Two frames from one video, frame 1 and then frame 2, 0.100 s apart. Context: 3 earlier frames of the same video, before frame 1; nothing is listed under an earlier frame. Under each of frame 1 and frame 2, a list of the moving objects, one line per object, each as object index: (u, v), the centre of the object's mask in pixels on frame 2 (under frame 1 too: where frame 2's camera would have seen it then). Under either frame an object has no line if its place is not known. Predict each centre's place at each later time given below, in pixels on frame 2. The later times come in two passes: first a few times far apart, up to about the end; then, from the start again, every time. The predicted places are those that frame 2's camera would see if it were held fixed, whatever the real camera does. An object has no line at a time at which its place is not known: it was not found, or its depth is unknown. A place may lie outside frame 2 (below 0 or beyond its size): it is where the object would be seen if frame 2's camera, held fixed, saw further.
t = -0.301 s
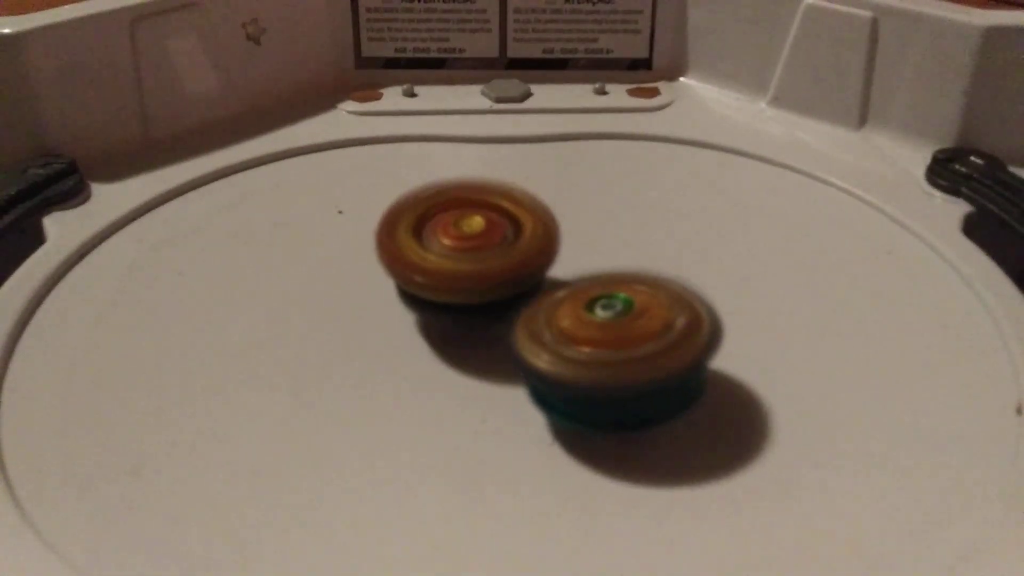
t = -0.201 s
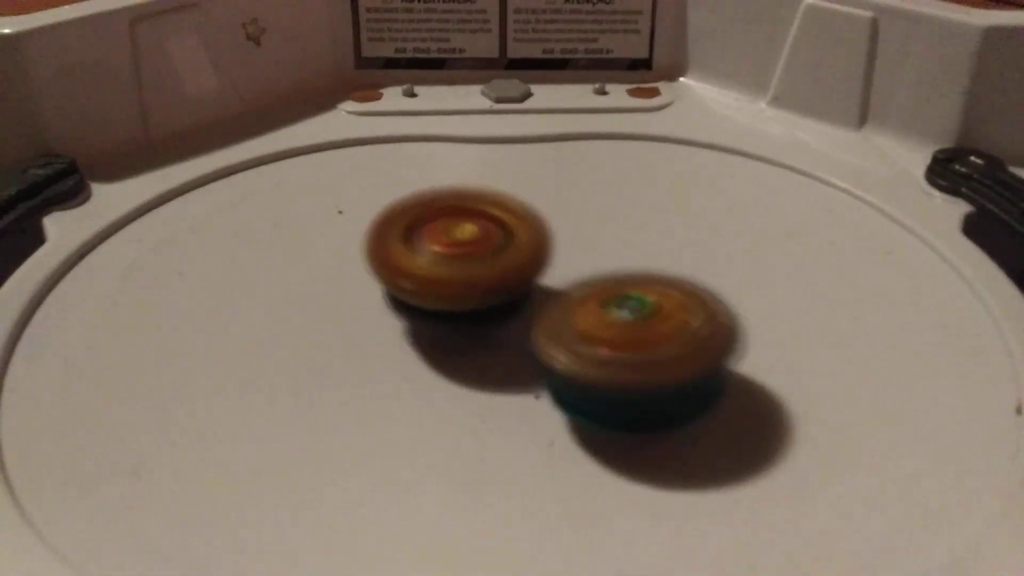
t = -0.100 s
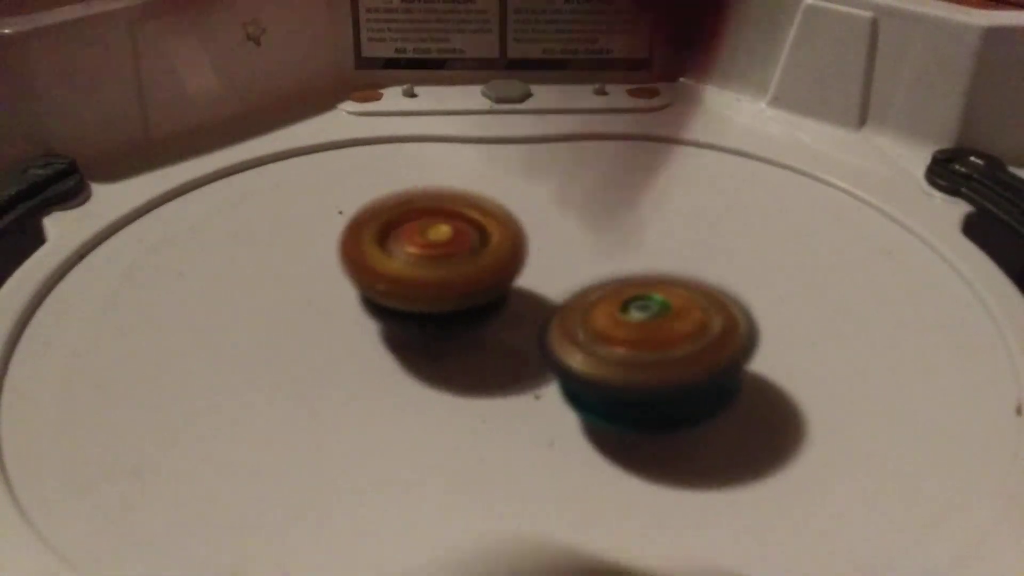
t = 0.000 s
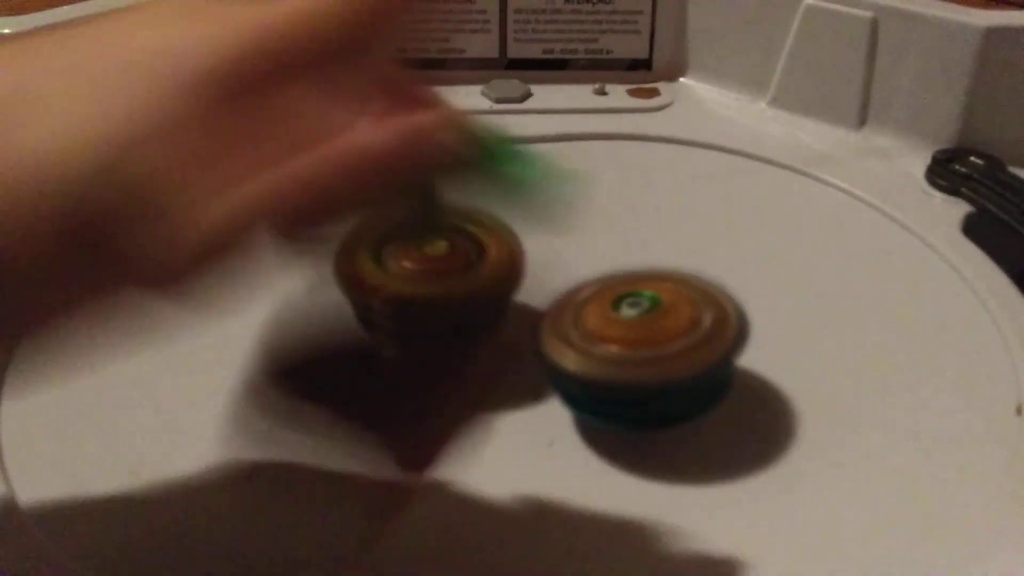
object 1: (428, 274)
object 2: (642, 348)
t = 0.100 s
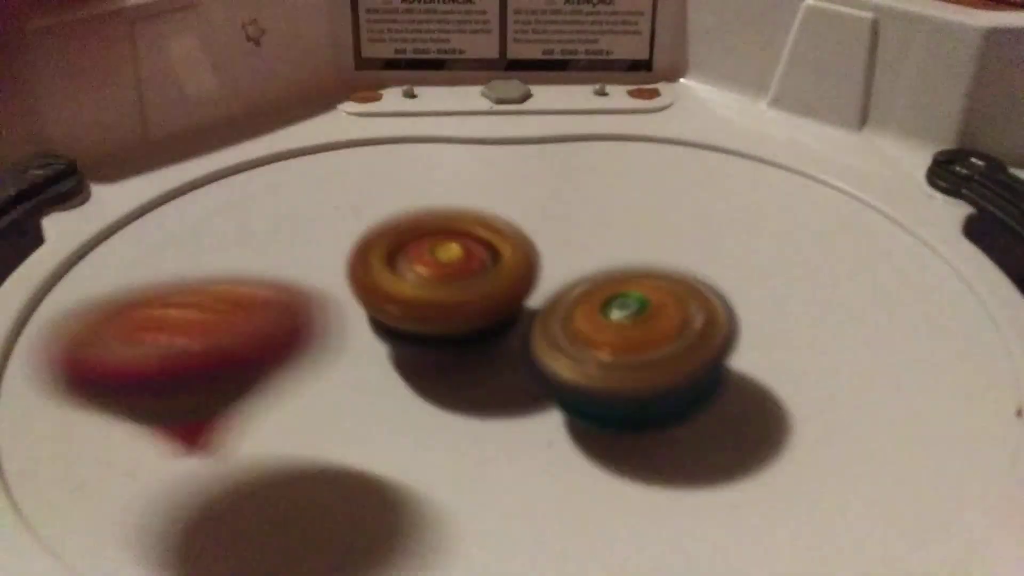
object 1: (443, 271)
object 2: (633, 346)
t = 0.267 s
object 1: (428, 274)
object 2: (652, 346)
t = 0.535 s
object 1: (483, 253)
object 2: (724, 346)
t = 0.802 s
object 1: (628, 203)
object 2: (691, 358)
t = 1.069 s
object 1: (678, 184)
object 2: (751, 368)
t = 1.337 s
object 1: (705, 209)
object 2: (678, 359)
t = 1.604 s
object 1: (747, 228)
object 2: (574, 375)
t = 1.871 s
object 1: (699, 263)
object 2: (467, 344)
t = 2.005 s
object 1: (678, 293)
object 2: (443, 322)
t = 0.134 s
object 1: (439, 269)
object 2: (640, 351)
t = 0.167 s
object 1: (435, 270)
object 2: (647, 353)
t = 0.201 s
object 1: (431, 271)
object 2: (650, 353)
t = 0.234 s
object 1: (428, 274)
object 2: (652, 350)
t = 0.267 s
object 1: (428, 274)
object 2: (652, 346)
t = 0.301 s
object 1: (429, 274)
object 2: (649, 341)
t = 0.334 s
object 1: (432, 277)
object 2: (646, 335)
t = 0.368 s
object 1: (436, 280)
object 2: (642, 330)
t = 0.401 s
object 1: (435, 280)
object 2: (650, 328)
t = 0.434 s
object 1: (410, 268)
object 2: (686, 337)
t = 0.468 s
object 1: (394, 261)
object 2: (711, 341)
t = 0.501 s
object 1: (425, 255)
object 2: (721, 345)
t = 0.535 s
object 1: (483, 253)
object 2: (724, 346)
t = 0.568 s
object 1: (525, 251)
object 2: (726, 348)
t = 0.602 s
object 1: (554, 245)
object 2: (727, 350)
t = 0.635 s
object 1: (571, 240)
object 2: (725, 353)
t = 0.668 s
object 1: (585, 229)
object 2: (722, 355)
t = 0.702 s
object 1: (597, 221)
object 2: (715, 357)
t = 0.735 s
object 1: (608, 214)
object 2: (708, 358)
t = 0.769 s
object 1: (618, 208)
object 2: (699, 358)
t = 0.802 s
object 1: (628, 203)
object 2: (691, 358)
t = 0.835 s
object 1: (638, 198)
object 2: (685, 358)
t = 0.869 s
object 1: (645, 194)
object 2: (675, 356)
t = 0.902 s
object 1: (650, 190)
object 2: (667, 354)
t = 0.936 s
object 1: (656, 188)
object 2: (695, 359)
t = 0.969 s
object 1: (662, 186)
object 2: (725, 365)
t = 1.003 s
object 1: (669, 185)
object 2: (747, 368)
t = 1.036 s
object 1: (674, 184)
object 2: (754, 368)
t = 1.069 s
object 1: (678, 184)
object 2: (751, 368)
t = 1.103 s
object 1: (682, 185)
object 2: (741, 366)
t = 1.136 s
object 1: (685, 187)
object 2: (732, 365)
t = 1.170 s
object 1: (688, 189)
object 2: (721, 364)
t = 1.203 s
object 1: (691, 192)
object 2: (712, 363)
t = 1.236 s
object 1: (695, 195)
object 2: (703, 361)
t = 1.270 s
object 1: (698, 200)
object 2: (695, 361)
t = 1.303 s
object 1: (702, 204)
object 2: (686, 360)
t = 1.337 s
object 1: (705, 209)
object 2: (678, 359)
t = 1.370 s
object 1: (707, 215)
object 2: (669, 358)
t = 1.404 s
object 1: (711, 221)
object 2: (661, 355)
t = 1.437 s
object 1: (716, 223)
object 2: (653, 356)
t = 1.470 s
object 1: (725, 218)
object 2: (633, 373)
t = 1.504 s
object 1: (738, 214)
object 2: (615, 383)
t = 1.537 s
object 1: (750, 215)
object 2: (600, 385)
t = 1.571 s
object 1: (751, 222)
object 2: (586, 382)
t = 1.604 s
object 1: (747, 228)
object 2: (574, 375)
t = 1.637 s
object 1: (741, 233)
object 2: (560, 370)
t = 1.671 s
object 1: (735, 238)
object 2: (544, 366)
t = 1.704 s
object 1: (727, 240)
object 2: (527, 360)
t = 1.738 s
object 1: (723, 241)
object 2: (510, 356)
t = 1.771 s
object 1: (720, 244)
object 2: (492, 355)
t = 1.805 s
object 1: (716, 248)
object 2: (480, 351)
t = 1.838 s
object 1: (708, 254)
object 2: (473, 348)
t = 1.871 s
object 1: (699, 263)
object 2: (467, 344)
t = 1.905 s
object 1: (690, 272)
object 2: (464, 340)
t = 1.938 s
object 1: (680, 279)
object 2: (462, 334)
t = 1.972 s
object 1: (670, 286)
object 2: (462, 330)
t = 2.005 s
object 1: (678, 293)
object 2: (443, 322)
